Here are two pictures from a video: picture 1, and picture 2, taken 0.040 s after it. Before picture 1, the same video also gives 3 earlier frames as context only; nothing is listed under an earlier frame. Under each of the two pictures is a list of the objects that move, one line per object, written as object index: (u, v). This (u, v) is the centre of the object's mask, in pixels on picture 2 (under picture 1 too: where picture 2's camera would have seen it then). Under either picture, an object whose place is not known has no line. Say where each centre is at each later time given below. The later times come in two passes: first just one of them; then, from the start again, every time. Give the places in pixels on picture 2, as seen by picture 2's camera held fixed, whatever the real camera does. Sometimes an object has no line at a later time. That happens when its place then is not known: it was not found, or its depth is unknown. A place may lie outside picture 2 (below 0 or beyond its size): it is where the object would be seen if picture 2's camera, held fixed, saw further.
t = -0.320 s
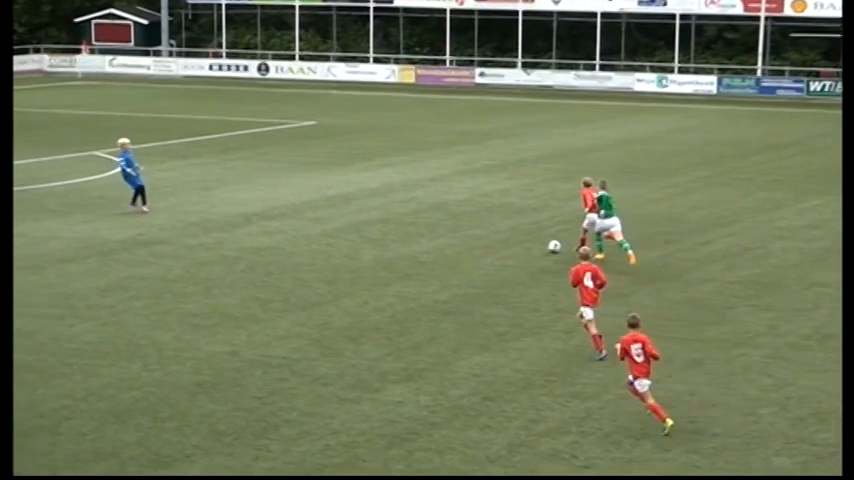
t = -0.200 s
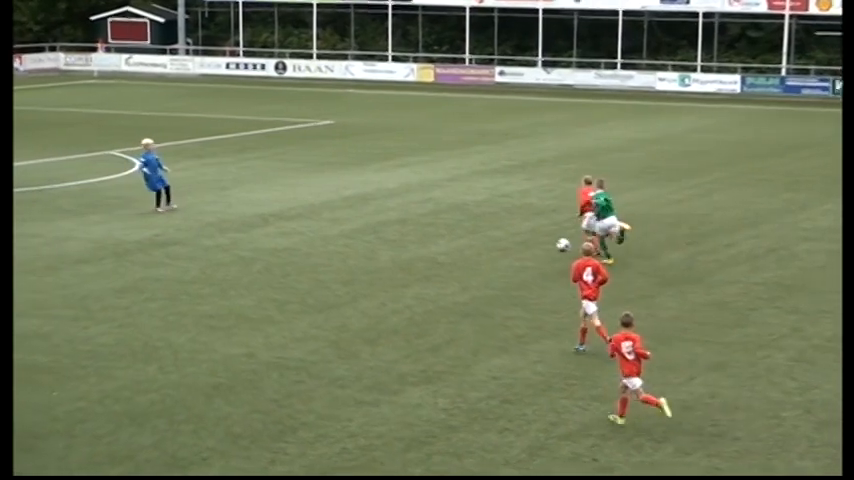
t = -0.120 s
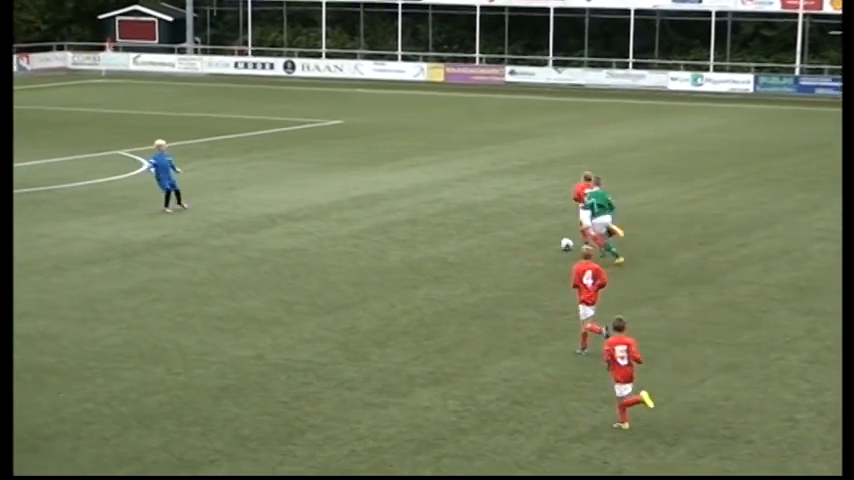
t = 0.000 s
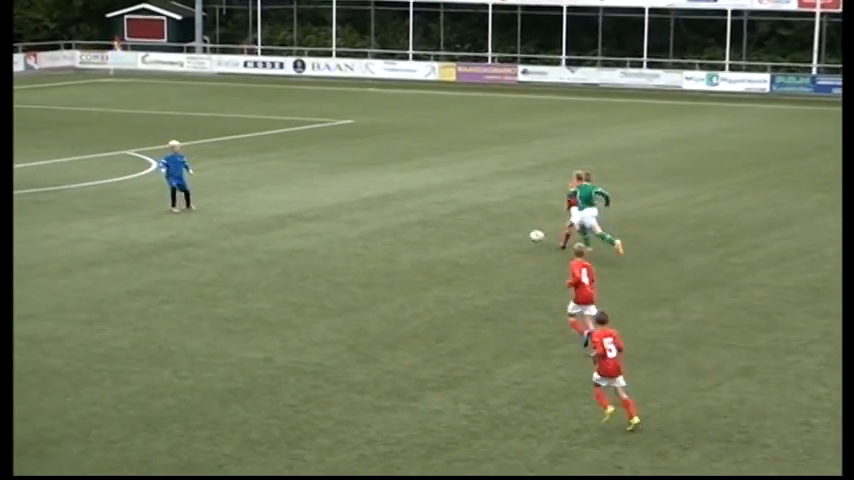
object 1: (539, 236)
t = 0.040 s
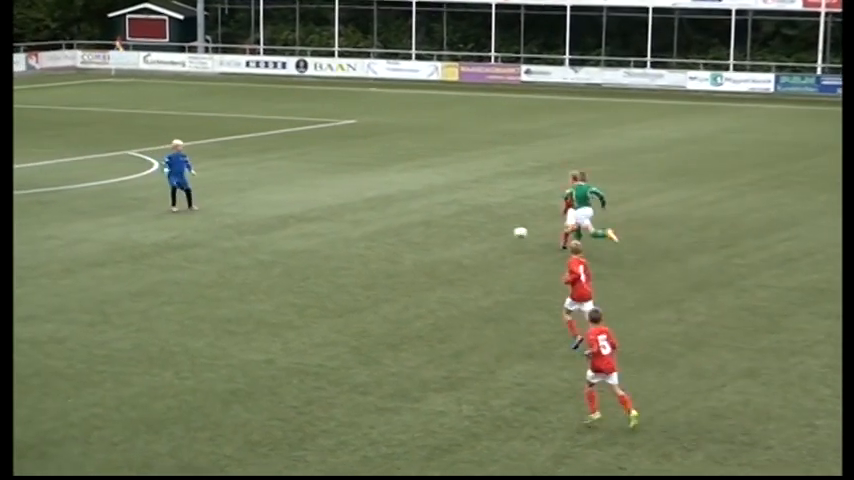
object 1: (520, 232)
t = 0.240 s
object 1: (425, 228)
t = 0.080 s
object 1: (500, 230)
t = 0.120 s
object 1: (481, 228)
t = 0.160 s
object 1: (462, 227)
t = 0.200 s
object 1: (443, 227)
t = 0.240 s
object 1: (425, 228)
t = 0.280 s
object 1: (408, 229)
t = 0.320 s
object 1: (393, 224)
